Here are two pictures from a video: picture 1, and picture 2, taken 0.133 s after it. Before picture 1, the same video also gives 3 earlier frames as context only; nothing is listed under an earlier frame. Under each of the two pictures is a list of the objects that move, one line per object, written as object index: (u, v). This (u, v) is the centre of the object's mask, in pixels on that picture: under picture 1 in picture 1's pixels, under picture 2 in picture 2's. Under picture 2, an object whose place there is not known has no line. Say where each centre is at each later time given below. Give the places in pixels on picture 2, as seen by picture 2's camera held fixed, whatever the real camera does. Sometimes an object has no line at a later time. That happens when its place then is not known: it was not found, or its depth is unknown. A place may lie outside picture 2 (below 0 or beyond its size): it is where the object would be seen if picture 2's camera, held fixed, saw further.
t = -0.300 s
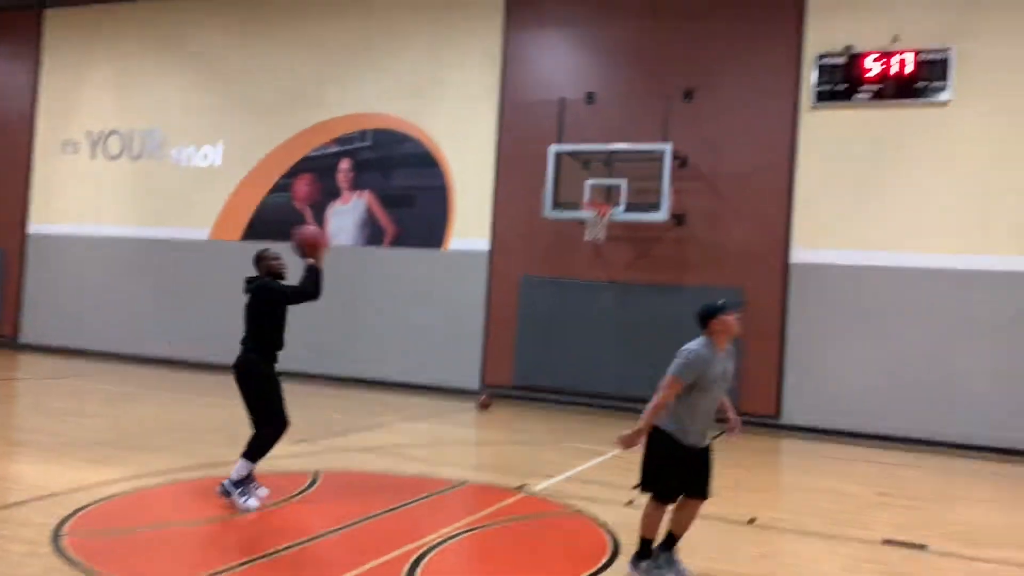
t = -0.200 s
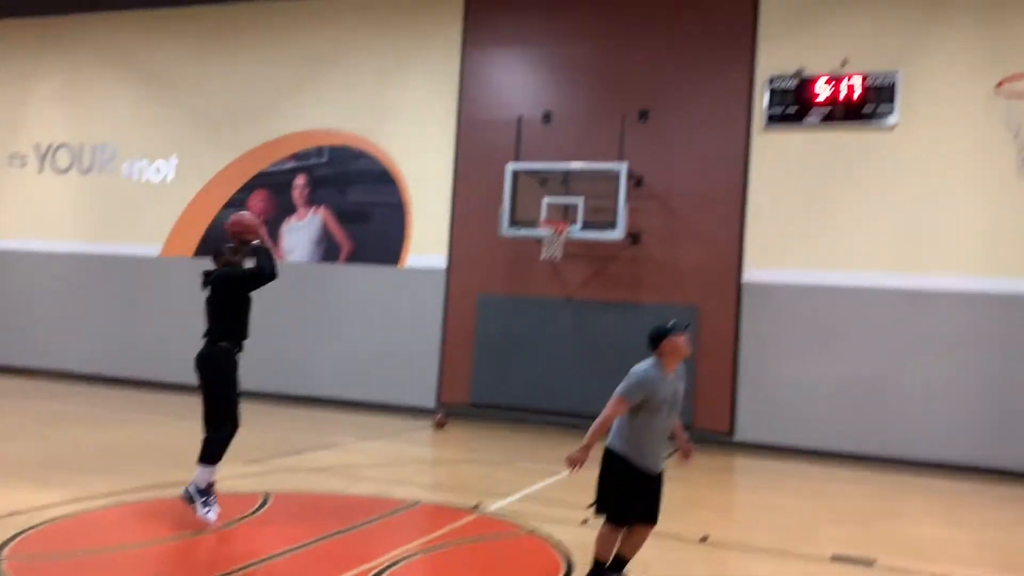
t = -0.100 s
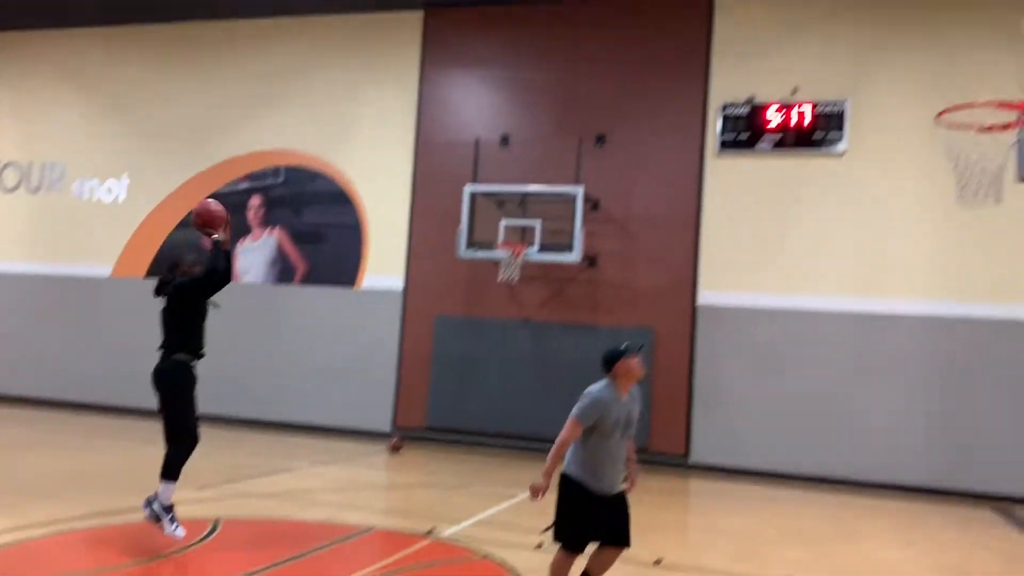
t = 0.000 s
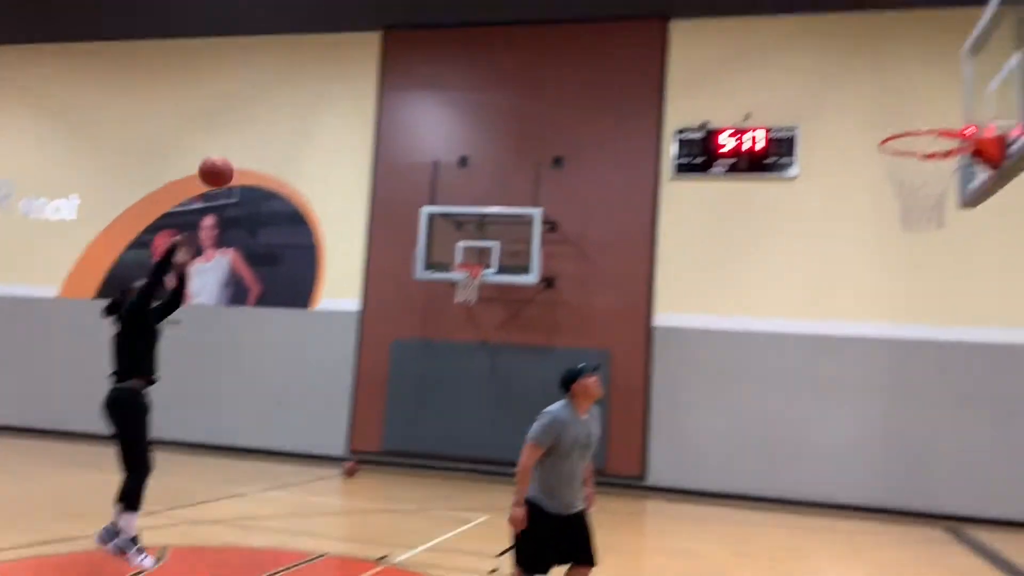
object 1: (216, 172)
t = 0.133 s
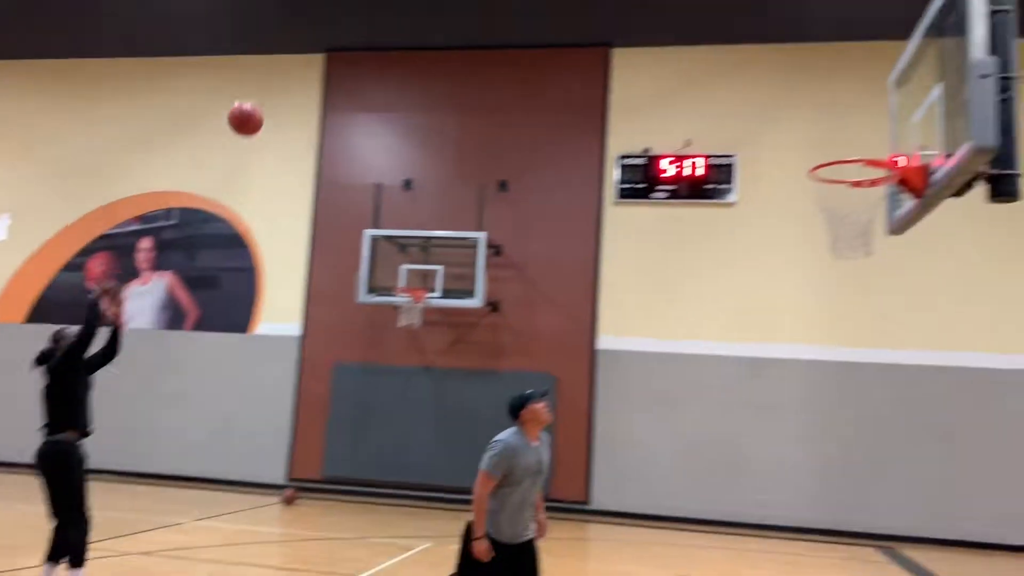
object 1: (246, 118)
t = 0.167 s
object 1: (270, 103)
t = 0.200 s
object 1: (293, 89)
